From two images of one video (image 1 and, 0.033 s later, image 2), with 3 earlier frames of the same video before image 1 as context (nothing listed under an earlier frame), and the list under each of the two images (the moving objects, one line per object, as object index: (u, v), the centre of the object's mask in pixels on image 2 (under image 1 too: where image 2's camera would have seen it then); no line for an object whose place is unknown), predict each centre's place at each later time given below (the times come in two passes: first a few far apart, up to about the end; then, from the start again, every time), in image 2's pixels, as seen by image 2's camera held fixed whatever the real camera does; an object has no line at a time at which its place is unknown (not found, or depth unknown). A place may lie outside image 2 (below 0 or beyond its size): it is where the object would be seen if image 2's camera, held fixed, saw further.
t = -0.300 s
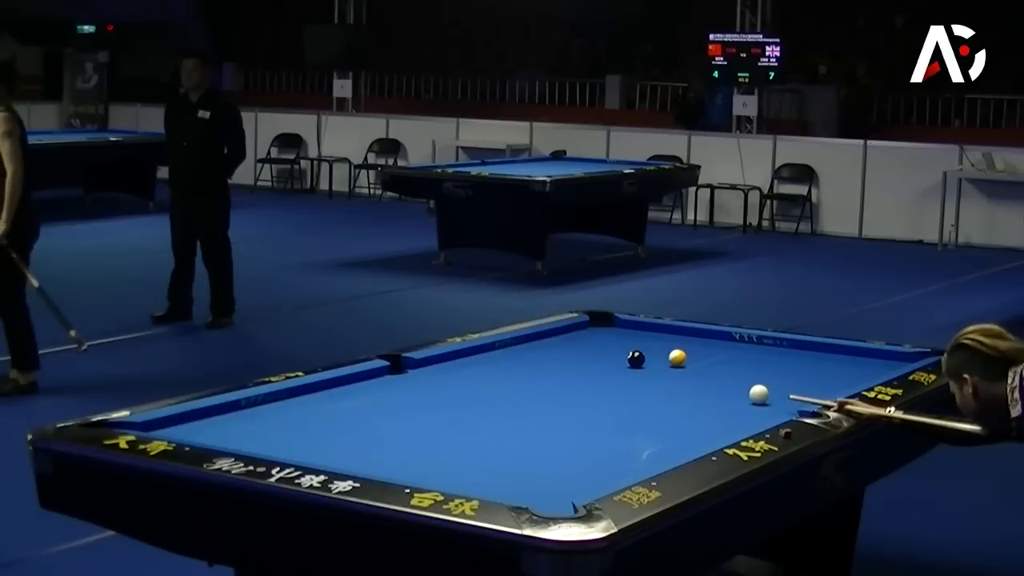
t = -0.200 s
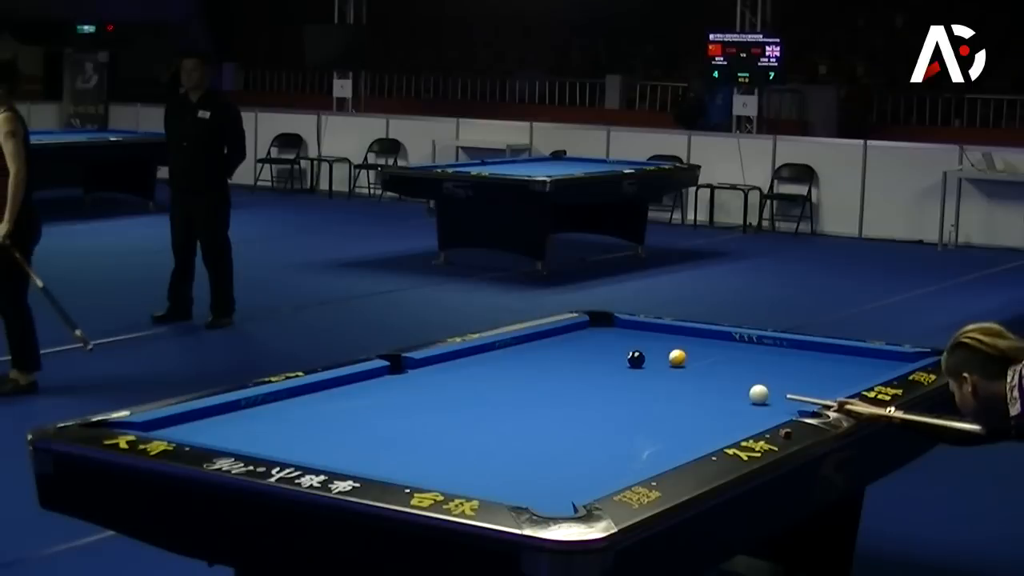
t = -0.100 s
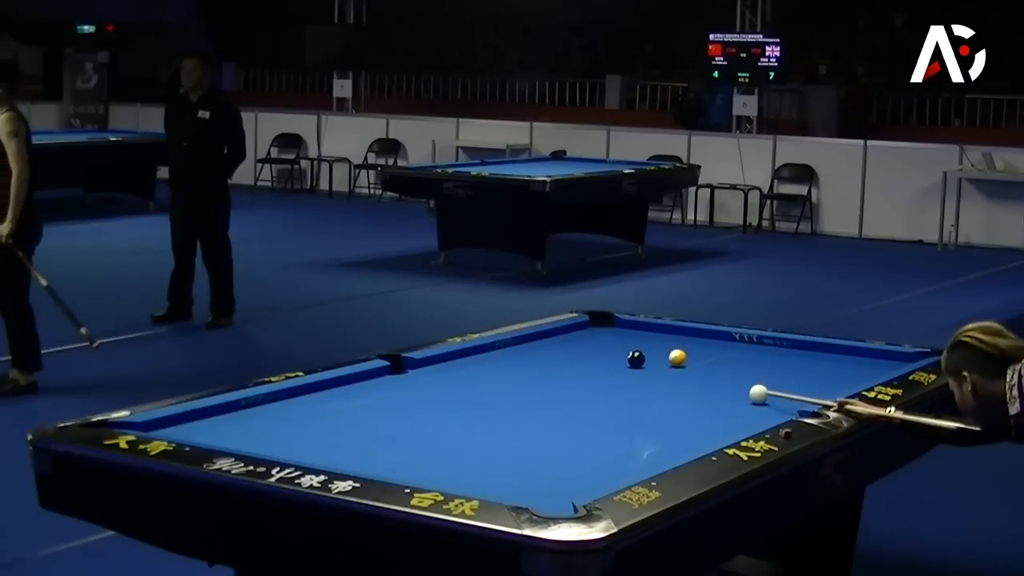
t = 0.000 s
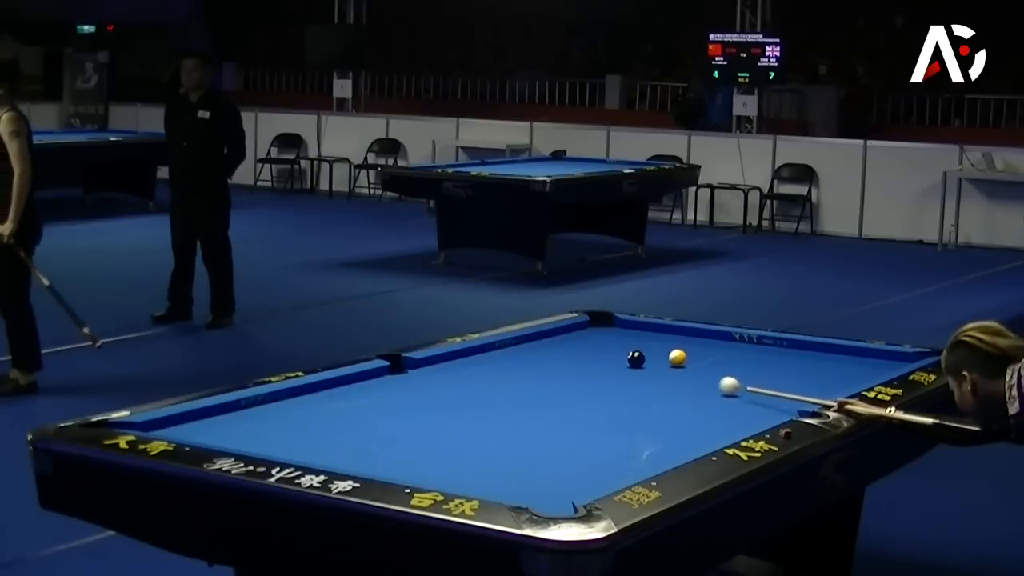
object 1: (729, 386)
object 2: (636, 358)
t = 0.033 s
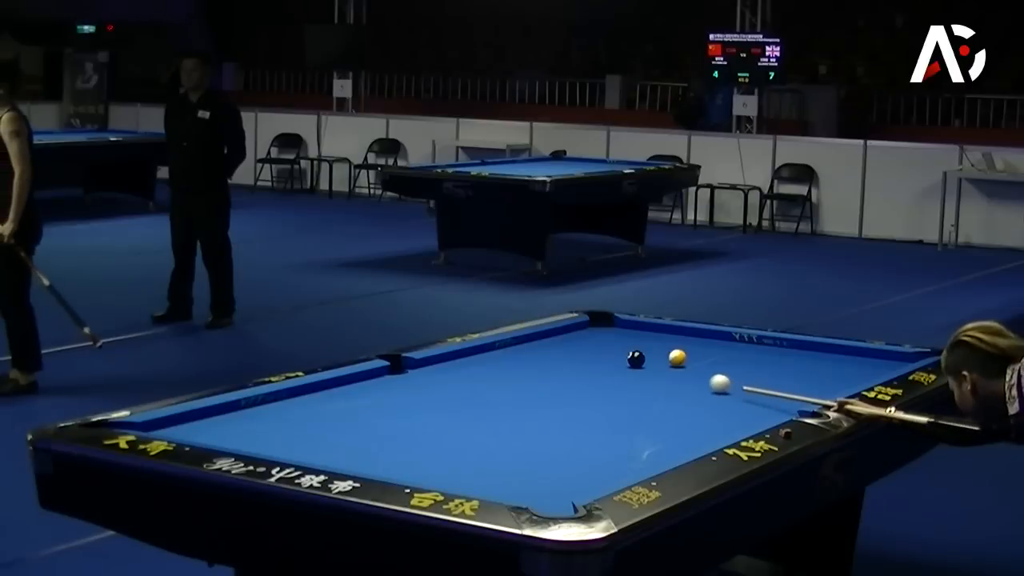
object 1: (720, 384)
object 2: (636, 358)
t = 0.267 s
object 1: (657, 367)
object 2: (636, 358)
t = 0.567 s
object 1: (592, 359)
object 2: (629, 349)
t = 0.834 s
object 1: (540, 353)
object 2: (623, 340)
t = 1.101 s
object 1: (490, 348)
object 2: (619, 332)
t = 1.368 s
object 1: (507, 352)
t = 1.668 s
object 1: (532, 357)
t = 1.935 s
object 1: (554, 361)
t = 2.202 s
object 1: (576, 365)
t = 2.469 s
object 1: (597, 369)
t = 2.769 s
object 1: (620, 373)
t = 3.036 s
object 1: (639, 376)
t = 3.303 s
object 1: (657, 379)
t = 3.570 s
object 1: (674, 382)
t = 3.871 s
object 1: (691, 386)
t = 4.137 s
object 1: (705, 388)
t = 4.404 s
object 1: (718, 390)
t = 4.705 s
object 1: (731, 393)
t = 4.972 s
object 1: (740, 394)
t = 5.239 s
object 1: (748, 396)
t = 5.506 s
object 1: (755, 397)
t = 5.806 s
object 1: (760, 398)
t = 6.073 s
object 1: (763, 398)
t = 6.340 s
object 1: (764, 398)
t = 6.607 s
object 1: (763, 399)
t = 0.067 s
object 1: (710, 381)
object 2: (636, 358)
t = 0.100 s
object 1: (701, 379)
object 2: (636, 358)
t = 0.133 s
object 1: (692, 376)
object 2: (636, 358)
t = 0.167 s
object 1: (683, 374)
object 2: (636, 358)
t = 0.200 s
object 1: (674, 372)
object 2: (636, 358)
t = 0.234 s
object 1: (666, 369)
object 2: (636, 358)
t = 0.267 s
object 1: (657, 367)
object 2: (636, 358)
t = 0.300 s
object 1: (649, 365)
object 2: (634, 358)
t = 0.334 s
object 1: (641, 363)
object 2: (632, 356)
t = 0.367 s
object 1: (633, 362)
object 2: (636, 352)
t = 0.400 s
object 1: (626, 362)
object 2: (636, 354)
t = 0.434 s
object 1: (620, 361)
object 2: (634, 354)
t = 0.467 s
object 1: (613, 361)
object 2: (632, 353)
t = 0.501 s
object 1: (606, 360)
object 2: (631, 352)
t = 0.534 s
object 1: (599, 359)
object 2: (630, 351)
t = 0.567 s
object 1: (592, 359)
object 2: (629, 349)
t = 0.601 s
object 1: (586, 358)
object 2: (628, 349)
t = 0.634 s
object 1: (579, 357)
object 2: (628, 347)
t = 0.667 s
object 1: (572, 357)
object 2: (627, 346)
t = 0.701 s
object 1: (565, 356)
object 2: (626, 345)
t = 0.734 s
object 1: (559, 355)
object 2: (625, 344)
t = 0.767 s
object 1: (552, 355)
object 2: (624, 342)
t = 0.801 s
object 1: (546, 354)
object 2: (624, 341)
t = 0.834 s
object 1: (540, 353)
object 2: (623, 340)
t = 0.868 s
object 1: (533, 353)
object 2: (623, 339)
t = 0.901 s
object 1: (527, 352)
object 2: (622, 338)
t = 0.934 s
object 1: (520, 351)
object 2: (622, 337)
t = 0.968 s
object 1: (514, 351)
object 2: (621, 336)
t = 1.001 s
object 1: (508, 350)
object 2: (620, 334)
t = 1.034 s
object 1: (502, 349)
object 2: (620, 333)
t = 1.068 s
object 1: (496, 349)
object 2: (619, 333)
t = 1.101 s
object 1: (490, 348)
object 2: (619, 332)
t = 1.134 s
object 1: (486, 348)
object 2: (619, 331)
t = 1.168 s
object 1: (489, 348)
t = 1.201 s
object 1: (492, 349)
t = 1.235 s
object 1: (495, 350)
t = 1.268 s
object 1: (498, 350)
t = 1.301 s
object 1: (501, 351)
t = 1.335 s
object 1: (504, 351)
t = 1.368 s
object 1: (507, 352)
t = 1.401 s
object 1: (510, 352)
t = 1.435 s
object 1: (513, 353)
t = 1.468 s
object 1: (515, 353)
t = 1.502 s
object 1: (518, 354)
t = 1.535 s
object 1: (521, 355)
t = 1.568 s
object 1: (524, 355)
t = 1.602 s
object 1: (527, 356)
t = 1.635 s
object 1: (530, 356)
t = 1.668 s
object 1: (532, 357)
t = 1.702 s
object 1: (535, 357)
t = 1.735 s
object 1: (538, 358)
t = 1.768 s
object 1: (541, 358)
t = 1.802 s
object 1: (544, 359)
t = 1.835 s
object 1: (546, 359)
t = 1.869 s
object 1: (549, 360)
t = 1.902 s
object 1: (552, 361)
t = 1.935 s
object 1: (554, 361)
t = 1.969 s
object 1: (557, 362)
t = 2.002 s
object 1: (560, 362)
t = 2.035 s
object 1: (563, 363)
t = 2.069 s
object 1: (565, 363)
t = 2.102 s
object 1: (568, 363)
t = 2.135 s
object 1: (571, 364)
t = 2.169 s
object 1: (573, 365)
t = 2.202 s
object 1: (576, 365)
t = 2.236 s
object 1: (579, 366)
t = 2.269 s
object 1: (581, 366)
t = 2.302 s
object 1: (584, 366)
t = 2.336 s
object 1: (586, 367)
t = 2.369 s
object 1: (589, 367)
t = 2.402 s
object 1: (592, 368)
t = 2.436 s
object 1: (594, 368)
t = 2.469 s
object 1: (597, 369)
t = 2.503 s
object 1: (599, 369)
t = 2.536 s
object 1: (602, 370)
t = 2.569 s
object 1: (604, 370)
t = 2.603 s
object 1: (607, 371)
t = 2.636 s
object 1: (610, 371)
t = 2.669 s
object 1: (612, 372)
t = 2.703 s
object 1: (614, 372)
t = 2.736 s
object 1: (617, 373)
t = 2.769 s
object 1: (620, 373)
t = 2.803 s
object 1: (622, 373)
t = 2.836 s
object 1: (624, 374)
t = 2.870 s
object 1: (627, 374)
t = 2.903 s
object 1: (629, 375)
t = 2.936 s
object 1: (632, 375)
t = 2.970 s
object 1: (634, 376)
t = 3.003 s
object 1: (636, 376)
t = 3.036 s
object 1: (639, 376)
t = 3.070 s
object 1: (641, 377)
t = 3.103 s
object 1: (643, 377)
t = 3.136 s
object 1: (646, 378)
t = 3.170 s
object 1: (648, 378)
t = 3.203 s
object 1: (650, 378)
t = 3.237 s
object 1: (652, 379)
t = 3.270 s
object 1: (654, 379)
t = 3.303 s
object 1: (657, 379)
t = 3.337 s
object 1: (659, 380)
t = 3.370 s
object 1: (661, 380)
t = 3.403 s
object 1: (663, 381)
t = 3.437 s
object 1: (665, 381)
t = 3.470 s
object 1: (667, 381)
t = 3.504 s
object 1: (670, 382)
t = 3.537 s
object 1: (672, 382)
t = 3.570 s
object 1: (674, 382)
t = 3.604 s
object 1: (675, 383)
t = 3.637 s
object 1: (677, 383)
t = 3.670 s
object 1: (679, 383)
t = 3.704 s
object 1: (681, 384)
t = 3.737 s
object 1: (683, 384)
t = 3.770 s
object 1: (685, 384)
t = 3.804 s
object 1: (687, 385)
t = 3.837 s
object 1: (689, 385)
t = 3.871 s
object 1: (691, 386)
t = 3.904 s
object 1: (693, 386)
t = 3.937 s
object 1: (694, 386)
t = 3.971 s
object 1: (696, 387)
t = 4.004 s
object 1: (698, 387)
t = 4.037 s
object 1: (700, 387)
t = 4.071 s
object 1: (702, 387)
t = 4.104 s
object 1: (703, 388)
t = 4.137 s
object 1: (705, 388)
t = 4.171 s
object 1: (707, 388)
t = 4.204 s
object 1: (708, 389)
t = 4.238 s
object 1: (710, 389)
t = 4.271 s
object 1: (712, 389)
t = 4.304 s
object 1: (713, 390)
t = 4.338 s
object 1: (715, 390)
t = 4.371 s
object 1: (716, 390)
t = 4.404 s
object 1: (718, 390)
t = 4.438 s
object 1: (719, 390)
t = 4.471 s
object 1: (721, 391)
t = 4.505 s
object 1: (722, 391)
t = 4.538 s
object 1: (724, 391)
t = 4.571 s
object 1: (725, 392)
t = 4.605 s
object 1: (726, 392)
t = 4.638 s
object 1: (728, 392)
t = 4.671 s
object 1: (729, 392)
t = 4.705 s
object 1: (731, 393)
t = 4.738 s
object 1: (731, 393)
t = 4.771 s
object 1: (733, 393)
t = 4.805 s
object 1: (734, 393)
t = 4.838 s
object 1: (736, 393)
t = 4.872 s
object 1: (737, 394)
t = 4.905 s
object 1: (738, 394)
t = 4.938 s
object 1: (739, 394)
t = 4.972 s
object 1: (740, 394)
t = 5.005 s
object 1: (742, 394)
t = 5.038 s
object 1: (742, 395)
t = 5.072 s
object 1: (743, 395)
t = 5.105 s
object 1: (744, 395)
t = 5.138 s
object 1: (745, 395)
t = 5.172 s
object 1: (746, 395)
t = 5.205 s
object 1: (747, 395)
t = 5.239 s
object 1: (748, 396)
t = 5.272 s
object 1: (749, 396)
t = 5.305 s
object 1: (750, 396)
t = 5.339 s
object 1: (751, 396)
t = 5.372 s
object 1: (752, 396)
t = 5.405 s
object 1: (753, 396)
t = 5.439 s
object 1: (753, 396)
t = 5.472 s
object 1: (754, 397)
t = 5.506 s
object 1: (755, 397)
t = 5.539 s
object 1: (755, 397)
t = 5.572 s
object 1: (756, 397)
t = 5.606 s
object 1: (757, 397)
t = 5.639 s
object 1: (757, 397)
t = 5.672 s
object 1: (758, 397)
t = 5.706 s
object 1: (758, 397)
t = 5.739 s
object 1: (759, 397)
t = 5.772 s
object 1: (759, 398)
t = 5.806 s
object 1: (760, 398)
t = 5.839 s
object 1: (761, 398)
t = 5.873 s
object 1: (761, 398)
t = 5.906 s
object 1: (761, 398)
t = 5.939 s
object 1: (762, 398)
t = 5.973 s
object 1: (762, 398)
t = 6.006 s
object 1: (763, 398)
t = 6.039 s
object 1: (763, 398)
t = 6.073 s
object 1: (763, 398)
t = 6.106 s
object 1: (763, 398)
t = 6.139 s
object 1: (763, 398)
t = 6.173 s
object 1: (763, 398)
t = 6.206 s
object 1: (764, 398)
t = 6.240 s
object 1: (764, 399)
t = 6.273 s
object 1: (764, 398)
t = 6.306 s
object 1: (764, 398)
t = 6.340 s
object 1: (764, 398)
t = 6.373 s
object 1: (764, 398)
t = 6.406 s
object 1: (764, 398)
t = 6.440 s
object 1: (764, 398)
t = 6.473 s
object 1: (764, 398)
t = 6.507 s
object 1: (764, 398)
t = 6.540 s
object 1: (763, 398)
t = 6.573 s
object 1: (763, 399)
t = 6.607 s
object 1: (763, 399)
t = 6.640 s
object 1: (764, 398)
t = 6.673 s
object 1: (764, 398)
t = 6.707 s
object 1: (764, 398)
